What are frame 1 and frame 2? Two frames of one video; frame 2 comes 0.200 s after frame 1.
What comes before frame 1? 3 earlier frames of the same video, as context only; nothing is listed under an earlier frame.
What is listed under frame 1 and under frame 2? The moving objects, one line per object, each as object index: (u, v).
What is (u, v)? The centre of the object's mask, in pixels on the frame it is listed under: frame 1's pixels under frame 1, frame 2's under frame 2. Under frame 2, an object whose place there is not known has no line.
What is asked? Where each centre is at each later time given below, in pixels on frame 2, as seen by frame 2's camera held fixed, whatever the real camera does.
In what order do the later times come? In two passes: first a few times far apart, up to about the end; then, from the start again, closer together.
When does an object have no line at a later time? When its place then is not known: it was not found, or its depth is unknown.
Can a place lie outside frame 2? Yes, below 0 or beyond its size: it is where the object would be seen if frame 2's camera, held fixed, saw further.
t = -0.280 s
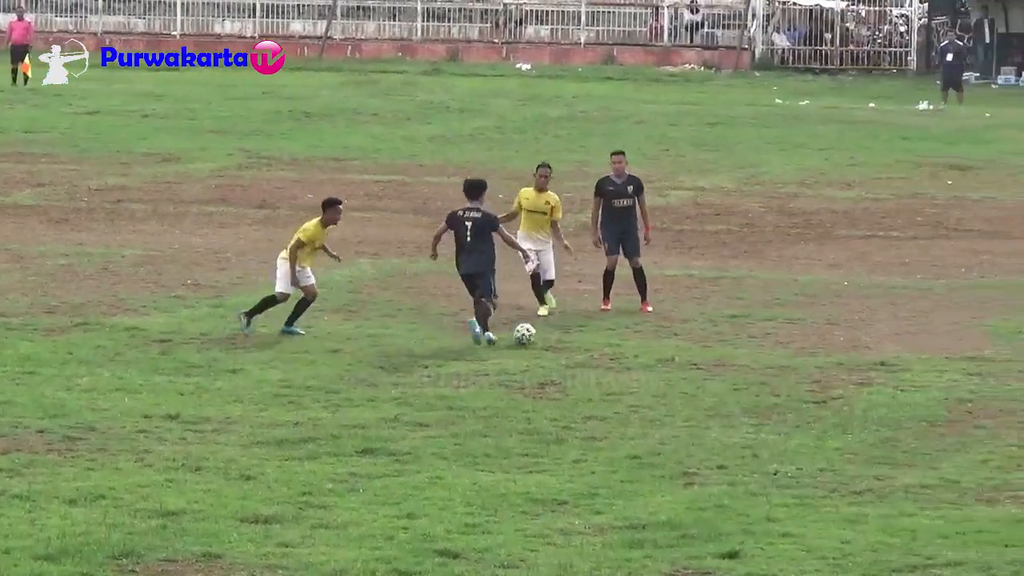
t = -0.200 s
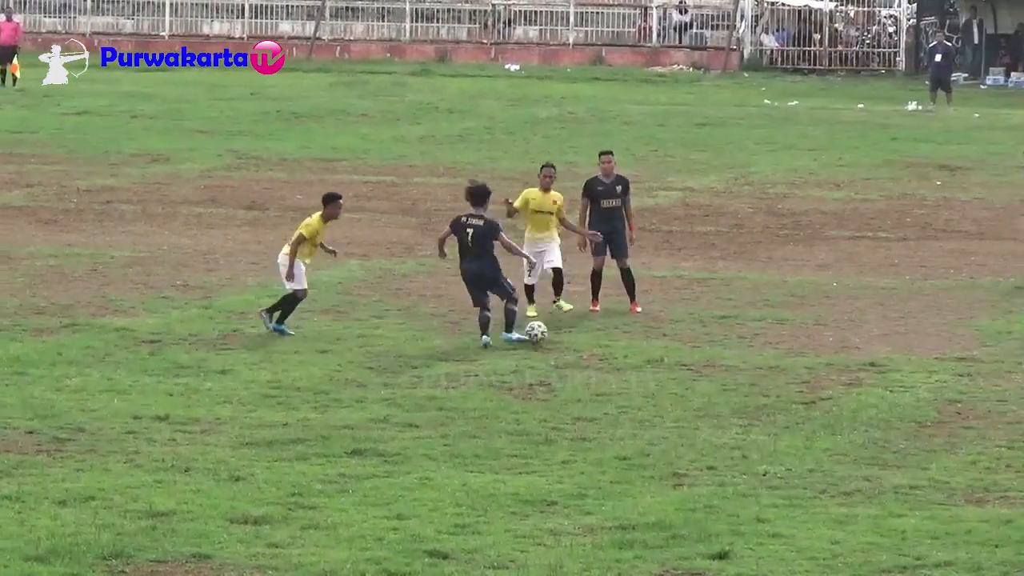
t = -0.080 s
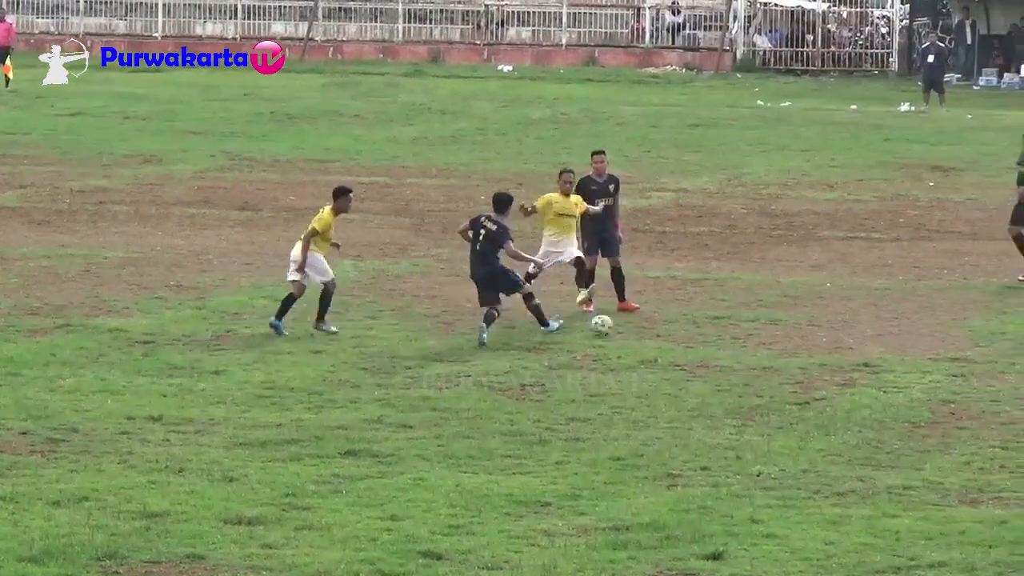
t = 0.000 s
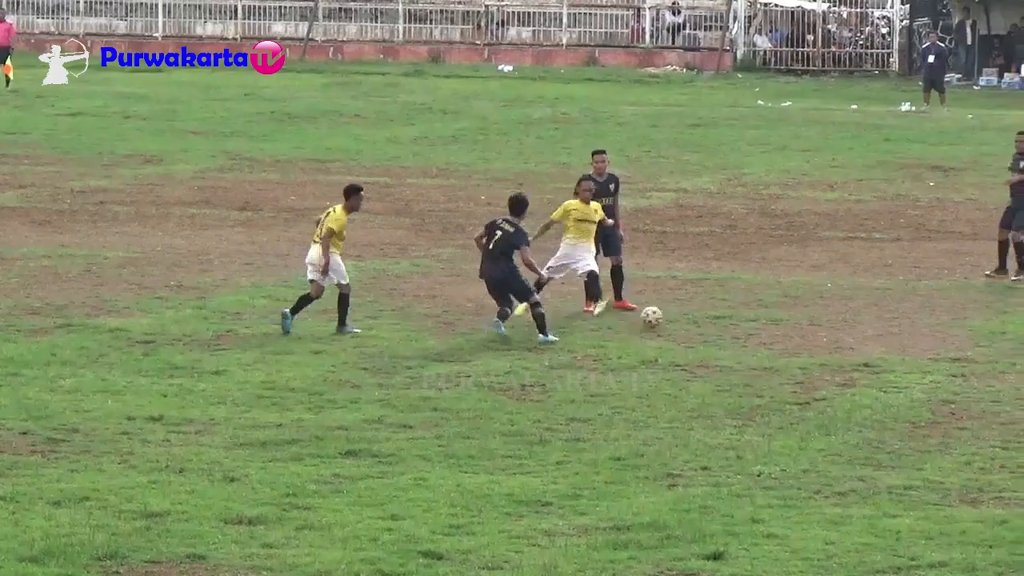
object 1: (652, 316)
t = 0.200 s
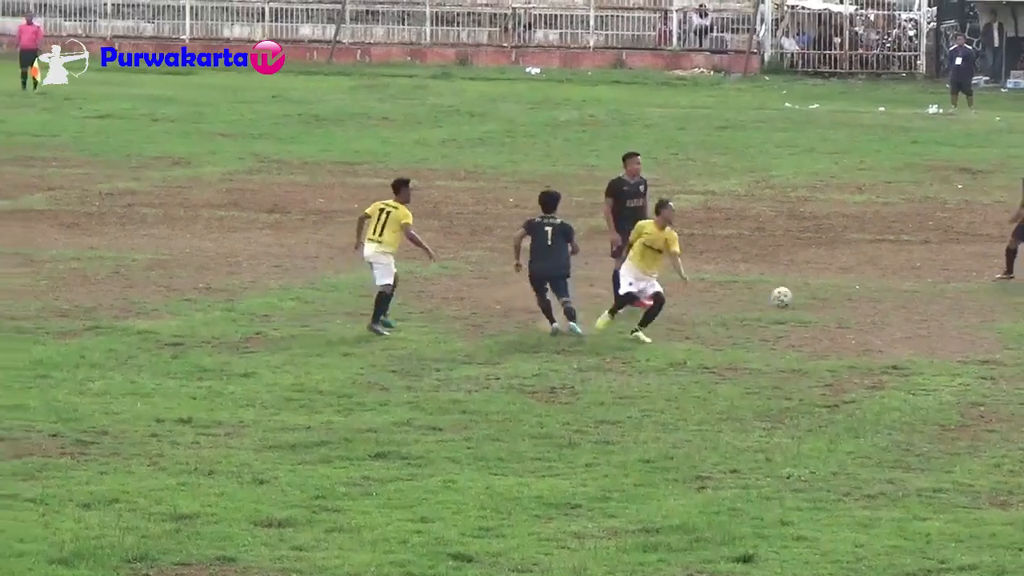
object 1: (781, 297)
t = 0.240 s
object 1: (798, 291)
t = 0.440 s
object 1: (876, 291)
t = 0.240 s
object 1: (798, 291)
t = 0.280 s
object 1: (815, 288)
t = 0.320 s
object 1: (832, 287)
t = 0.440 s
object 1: (876, 291)
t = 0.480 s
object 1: (887, 294)
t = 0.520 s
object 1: (898, 288)
